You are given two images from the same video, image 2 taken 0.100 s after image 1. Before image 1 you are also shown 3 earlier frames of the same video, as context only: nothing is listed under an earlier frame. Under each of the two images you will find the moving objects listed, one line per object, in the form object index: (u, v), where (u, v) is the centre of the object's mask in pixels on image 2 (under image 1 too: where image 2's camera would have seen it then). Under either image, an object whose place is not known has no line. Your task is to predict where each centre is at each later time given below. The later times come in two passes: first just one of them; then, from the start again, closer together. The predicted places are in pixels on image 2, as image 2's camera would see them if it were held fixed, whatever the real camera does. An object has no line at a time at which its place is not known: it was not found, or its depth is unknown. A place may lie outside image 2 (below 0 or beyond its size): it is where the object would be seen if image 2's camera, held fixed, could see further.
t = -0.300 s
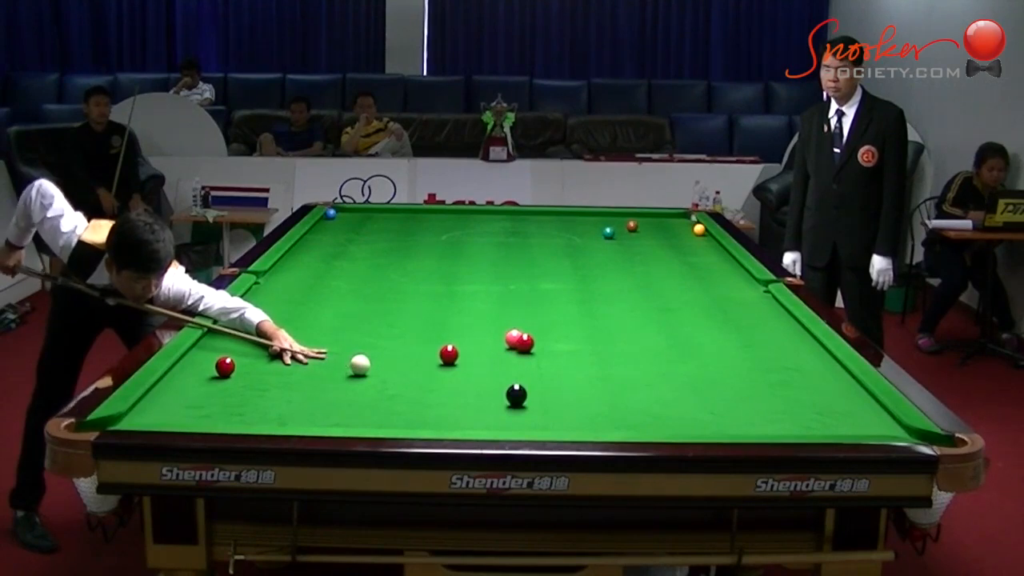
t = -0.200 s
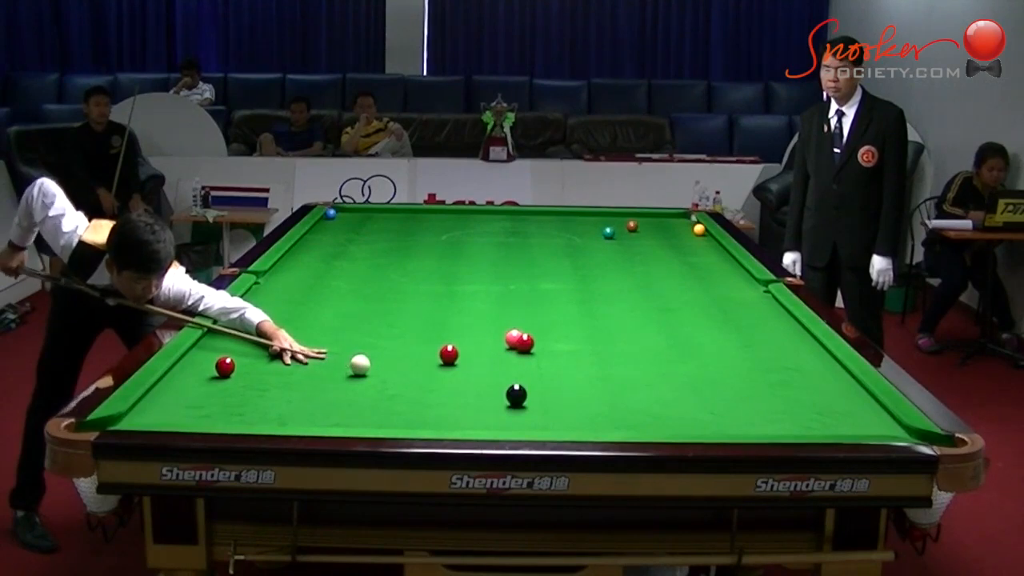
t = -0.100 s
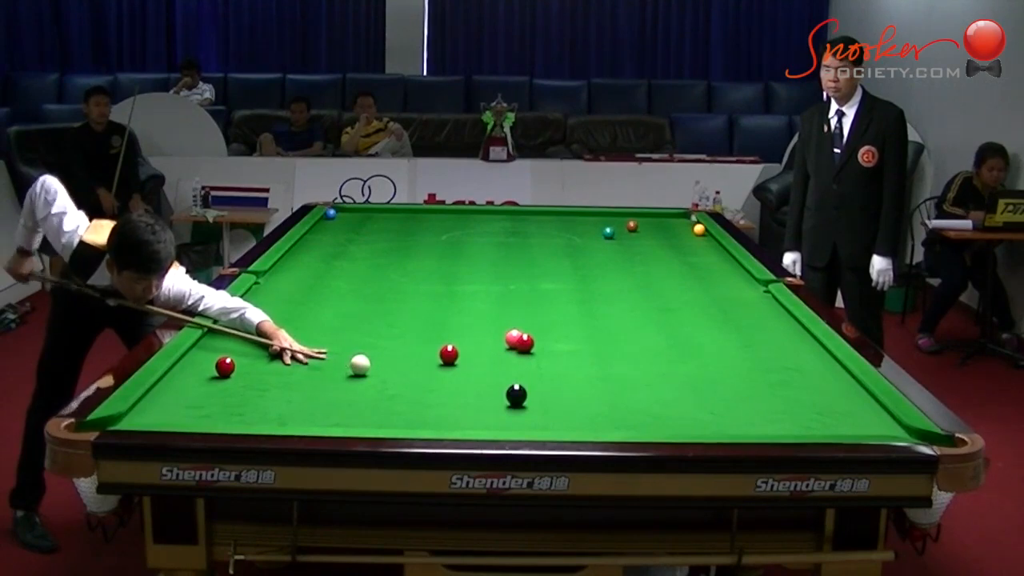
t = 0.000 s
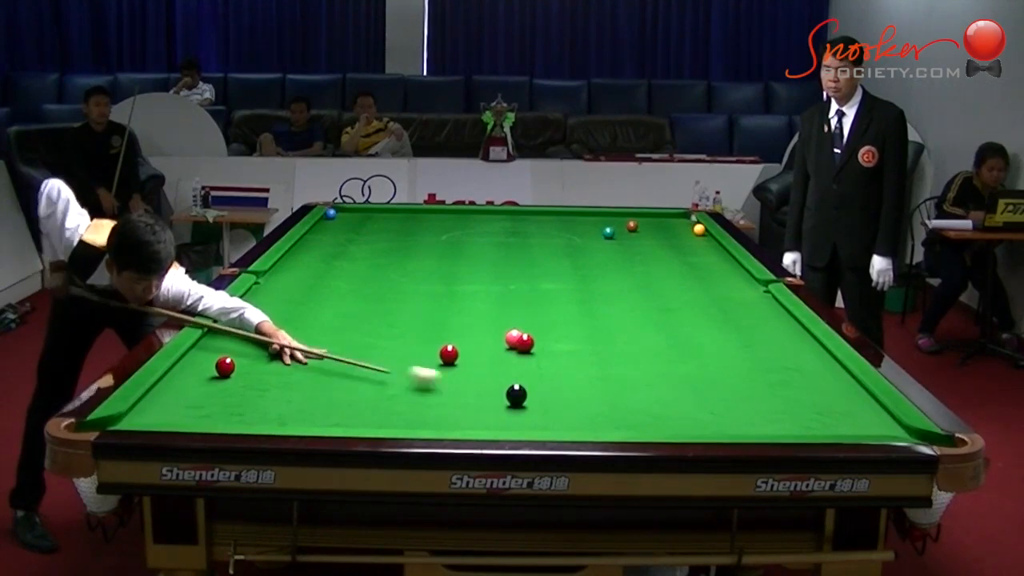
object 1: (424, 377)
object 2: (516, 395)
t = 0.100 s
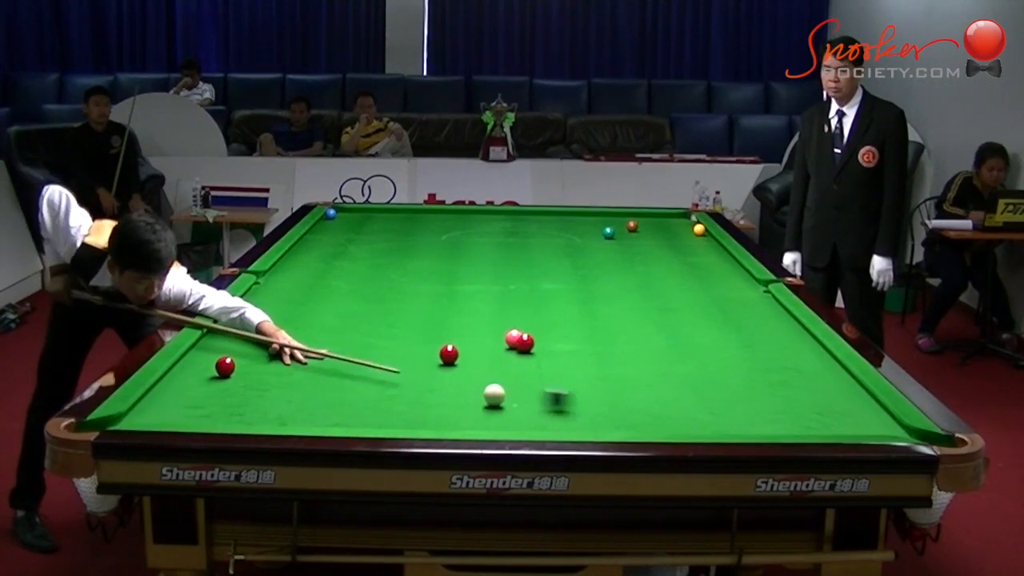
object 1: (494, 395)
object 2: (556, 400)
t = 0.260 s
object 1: (491, 406)
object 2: (738, 420)
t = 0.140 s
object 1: (493, 398)
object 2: (603, 404)
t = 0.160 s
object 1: (493, 399)
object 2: (625, 407)
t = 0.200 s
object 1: (492, 402)
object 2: (671, 412)
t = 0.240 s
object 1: (491, 405)
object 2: (716, 417)
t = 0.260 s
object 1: (491, 406)
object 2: (738, 420)
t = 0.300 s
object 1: (490, 410)
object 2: (778, 422)
